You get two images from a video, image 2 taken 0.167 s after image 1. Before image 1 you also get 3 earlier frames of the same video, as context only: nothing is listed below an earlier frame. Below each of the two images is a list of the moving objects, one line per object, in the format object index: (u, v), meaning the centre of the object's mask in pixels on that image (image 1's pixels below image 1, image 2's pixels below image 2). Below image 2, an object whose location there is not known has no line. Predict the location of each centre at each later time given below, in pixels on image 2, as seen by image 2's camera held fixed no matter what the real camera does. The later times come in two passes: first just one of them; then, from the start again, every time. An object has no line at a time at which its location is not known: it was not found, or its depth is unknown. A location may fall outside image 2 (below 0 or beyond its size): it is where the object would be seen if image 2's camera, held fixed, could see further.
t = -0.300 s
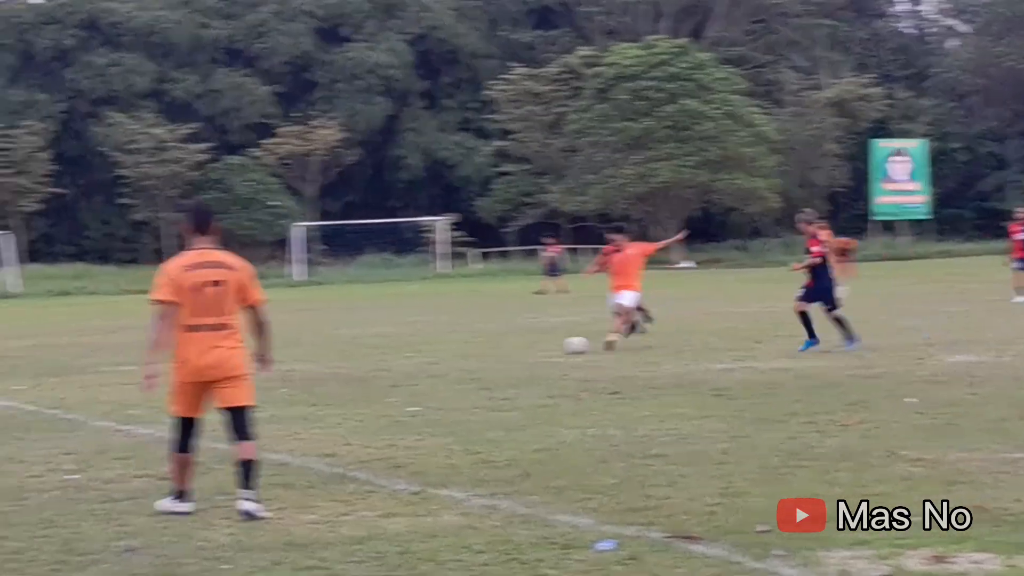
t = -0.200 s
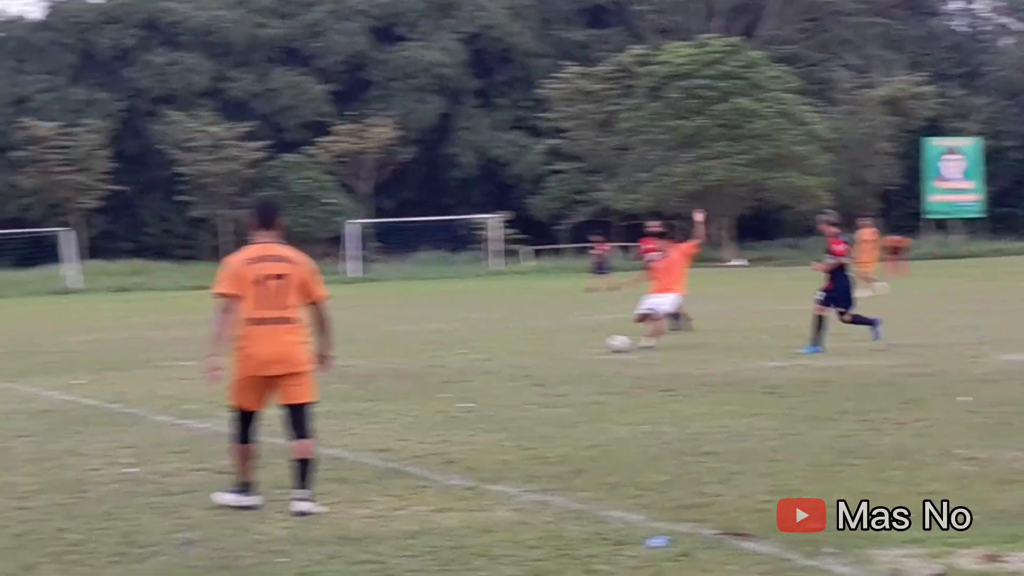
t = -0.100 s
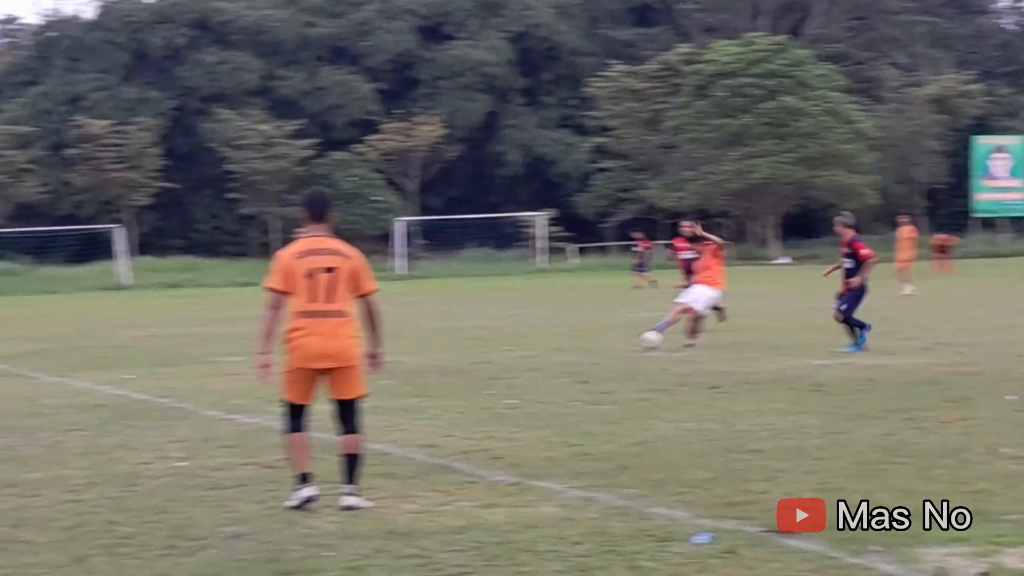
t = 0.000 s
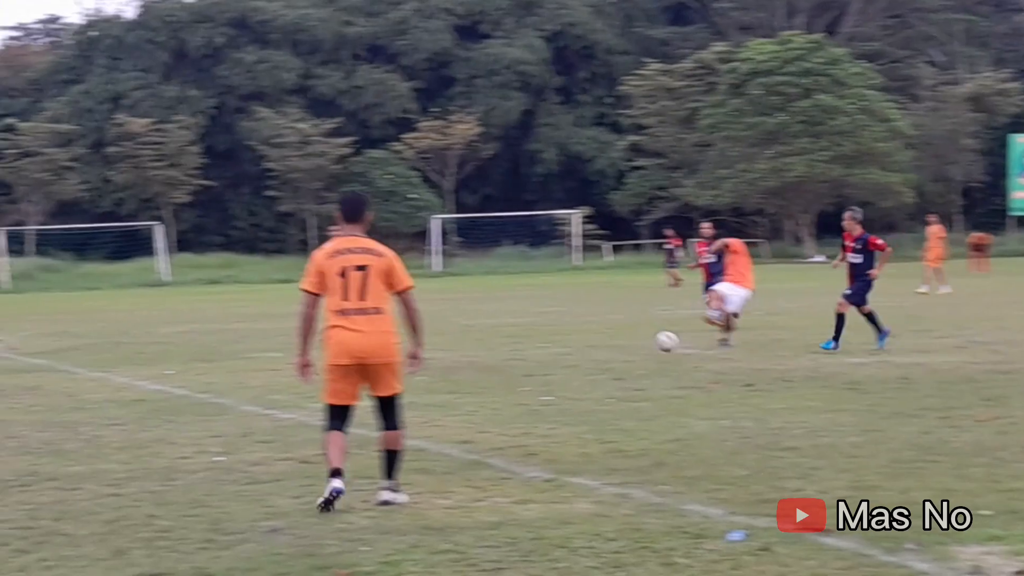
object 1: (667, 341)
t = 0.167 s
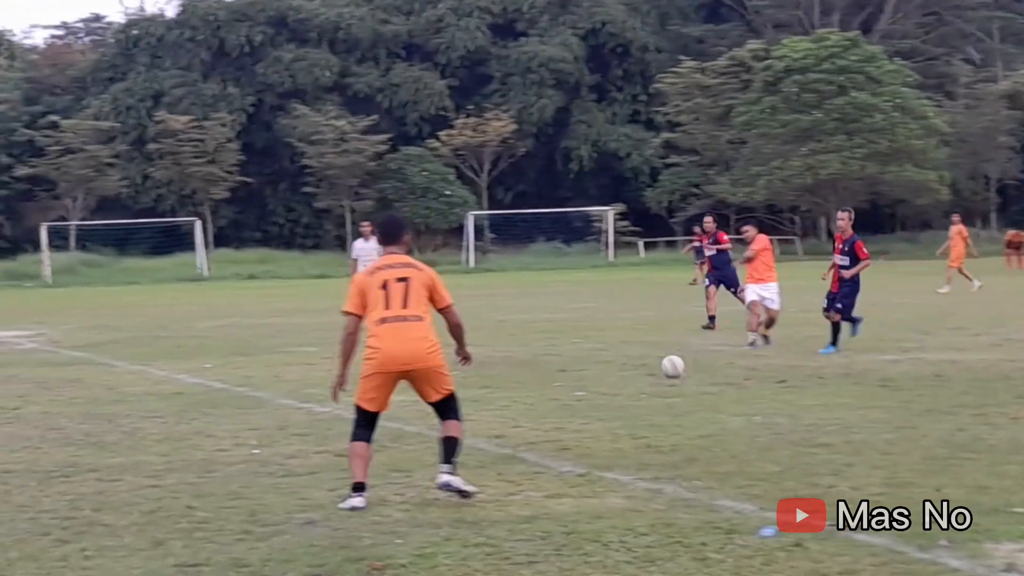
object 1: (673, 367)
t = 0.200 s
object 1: (668, 368)
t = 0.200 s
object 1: (668, 368)
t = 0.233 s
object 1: (663, 372)
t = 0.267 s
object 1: (657, 377)
